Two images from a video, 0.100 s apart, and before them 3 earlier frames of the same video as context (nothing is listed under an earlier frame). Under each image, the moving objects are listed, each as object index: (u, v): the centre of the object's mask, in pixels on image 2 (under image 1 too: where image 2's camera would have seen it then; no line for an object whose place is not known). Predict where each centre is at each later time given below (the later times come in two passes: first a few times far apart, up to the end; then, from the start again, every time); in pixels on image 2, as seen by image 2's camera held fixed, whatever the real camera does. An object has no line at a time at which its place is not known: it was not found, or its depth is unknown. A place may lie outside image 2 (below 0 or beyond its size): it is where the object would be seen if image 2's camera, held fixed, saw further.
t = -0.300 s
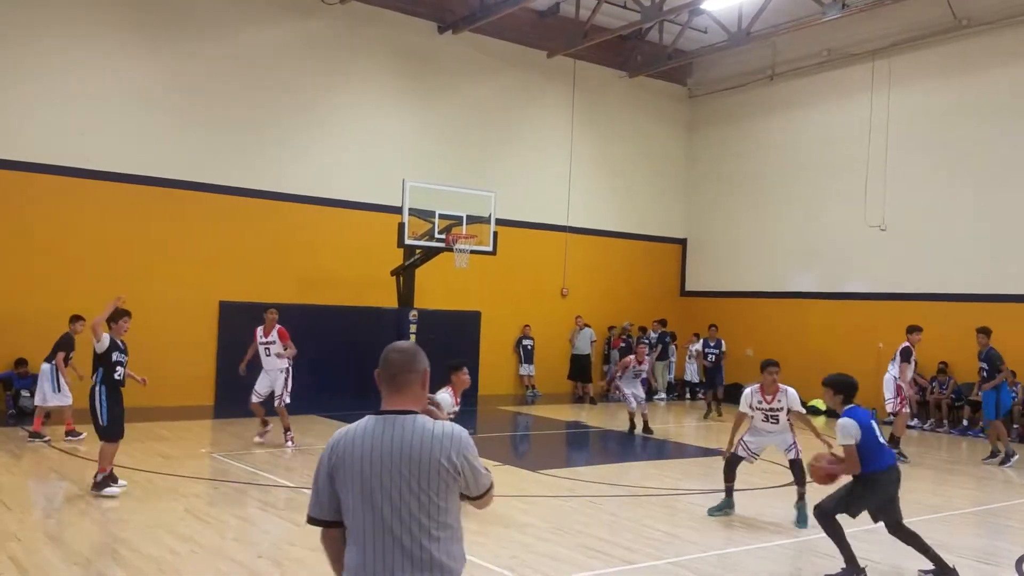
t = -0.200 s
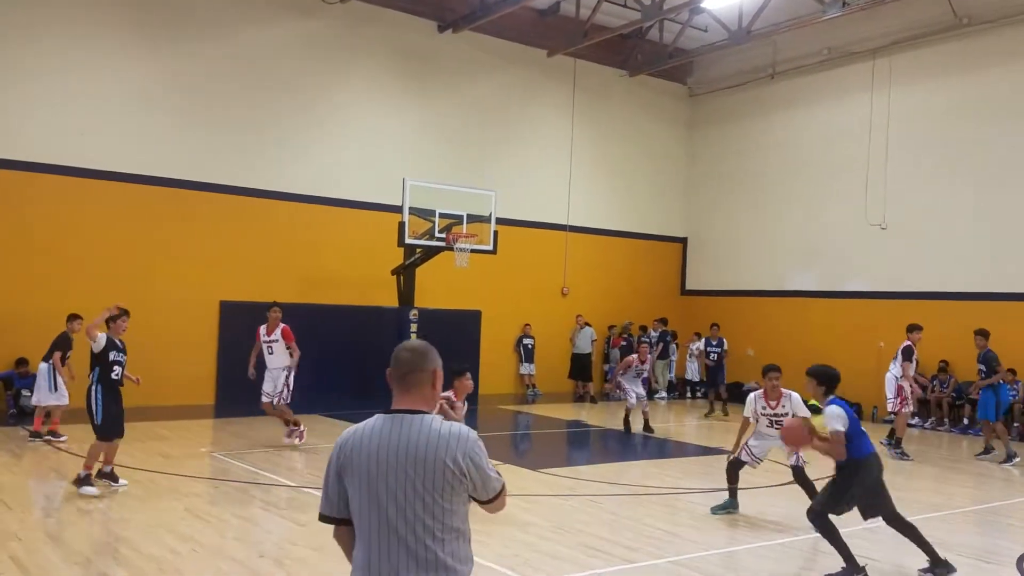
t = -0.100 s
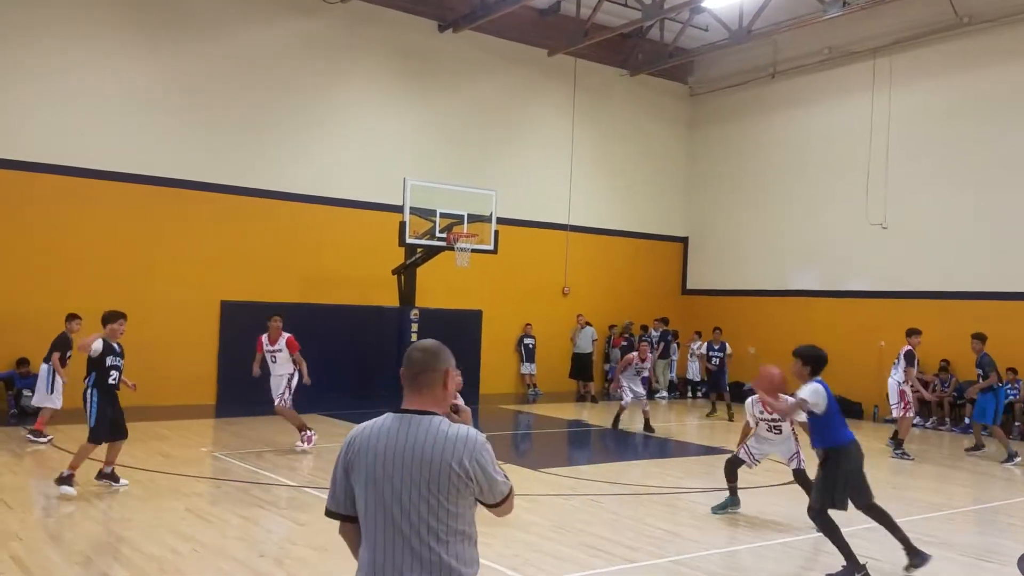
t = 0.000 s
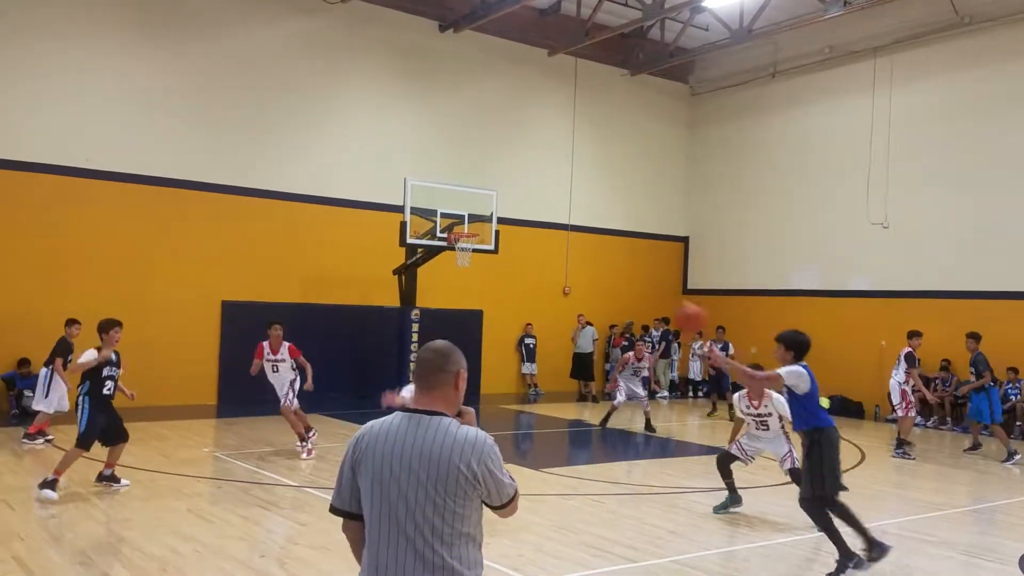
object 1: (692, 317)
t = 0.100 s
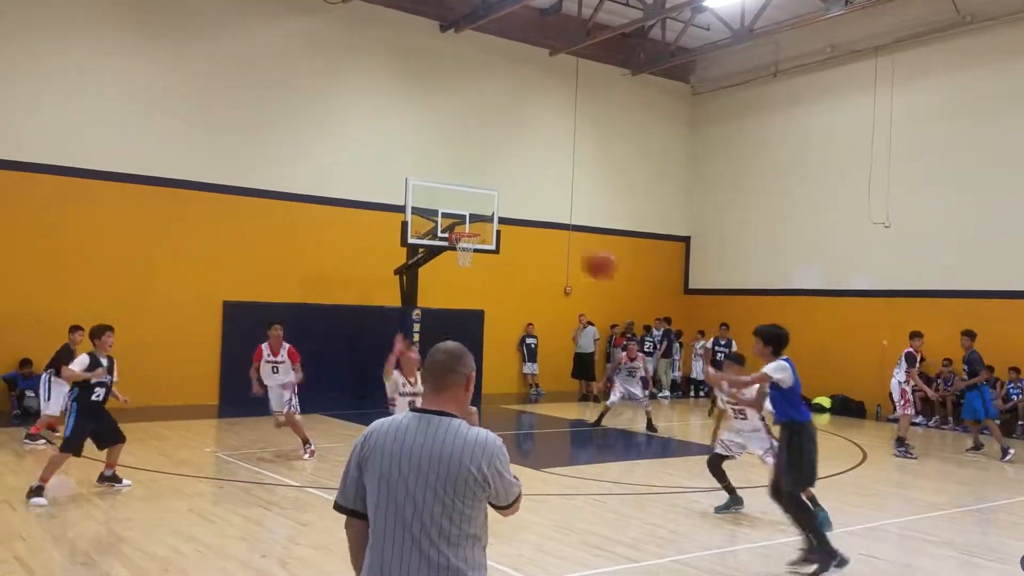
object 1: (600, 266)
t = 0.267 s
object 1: (463, 207)
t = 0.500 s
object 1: (291, 183)
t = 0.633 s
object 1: (199, 199)
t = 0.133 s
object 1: (572, 251)
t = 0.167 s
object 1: (545, 237)
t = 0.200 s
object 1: (517, 226)
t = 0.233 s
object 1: (490, 215)
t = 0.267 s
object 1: (463, 207)
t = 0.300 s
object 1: (437, 200)
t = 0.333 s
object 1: (413, 194)
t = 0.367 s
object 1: (388, 190)
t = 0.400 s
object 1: (363, 187)
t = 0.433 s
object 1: (338, 185)
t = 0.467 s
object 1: (314, 184)
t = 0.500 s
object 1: (291, 183)
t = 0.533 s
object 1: (268, 186)
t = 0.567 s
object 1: (244, 189)
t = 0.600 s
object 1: (220, 194)
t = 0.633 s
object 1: (199, 199)
